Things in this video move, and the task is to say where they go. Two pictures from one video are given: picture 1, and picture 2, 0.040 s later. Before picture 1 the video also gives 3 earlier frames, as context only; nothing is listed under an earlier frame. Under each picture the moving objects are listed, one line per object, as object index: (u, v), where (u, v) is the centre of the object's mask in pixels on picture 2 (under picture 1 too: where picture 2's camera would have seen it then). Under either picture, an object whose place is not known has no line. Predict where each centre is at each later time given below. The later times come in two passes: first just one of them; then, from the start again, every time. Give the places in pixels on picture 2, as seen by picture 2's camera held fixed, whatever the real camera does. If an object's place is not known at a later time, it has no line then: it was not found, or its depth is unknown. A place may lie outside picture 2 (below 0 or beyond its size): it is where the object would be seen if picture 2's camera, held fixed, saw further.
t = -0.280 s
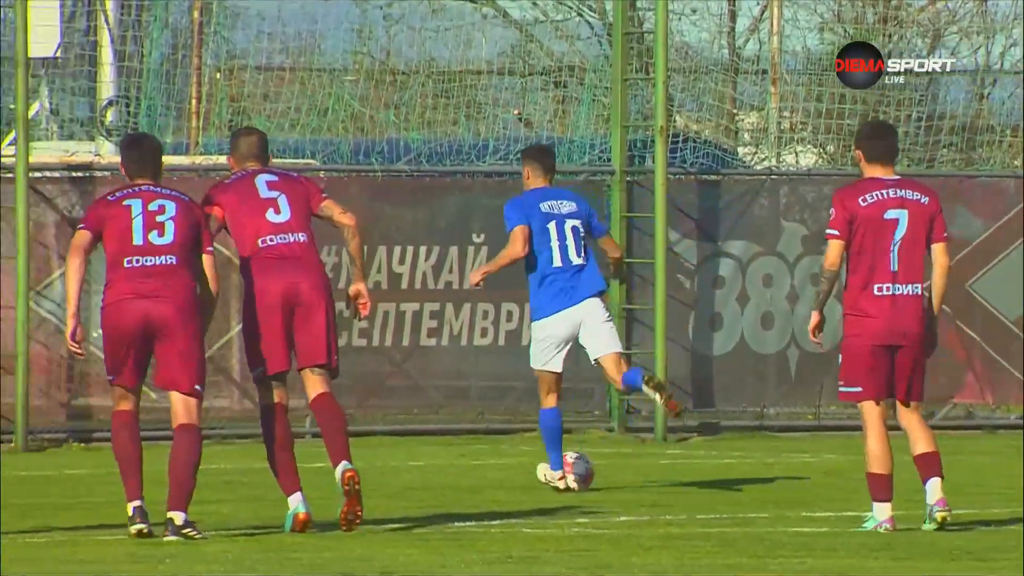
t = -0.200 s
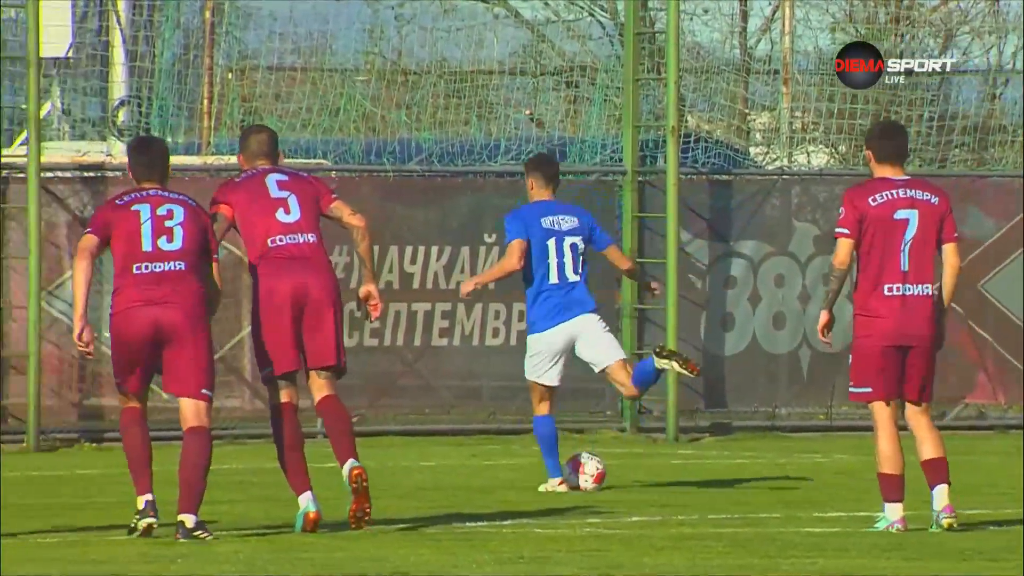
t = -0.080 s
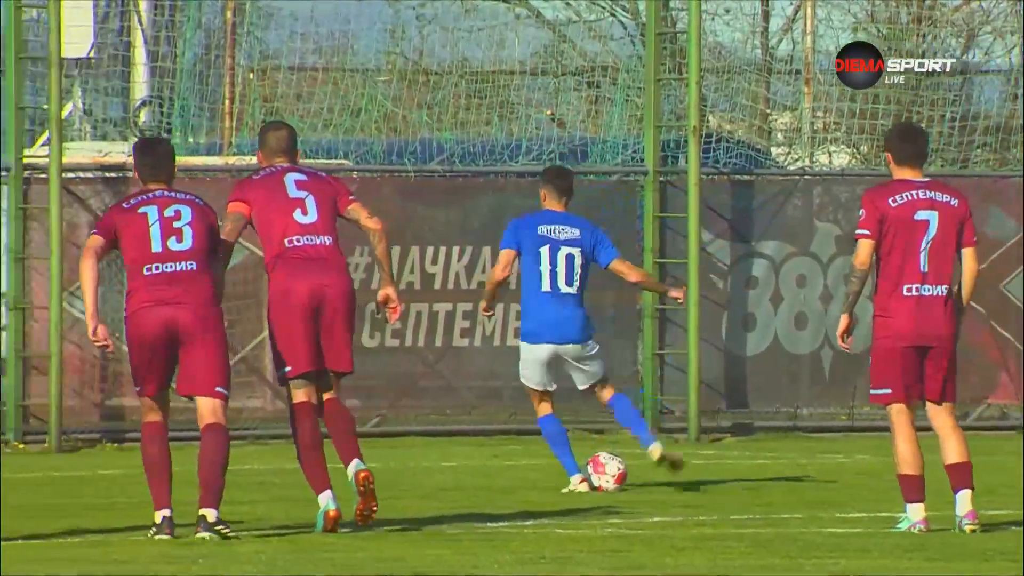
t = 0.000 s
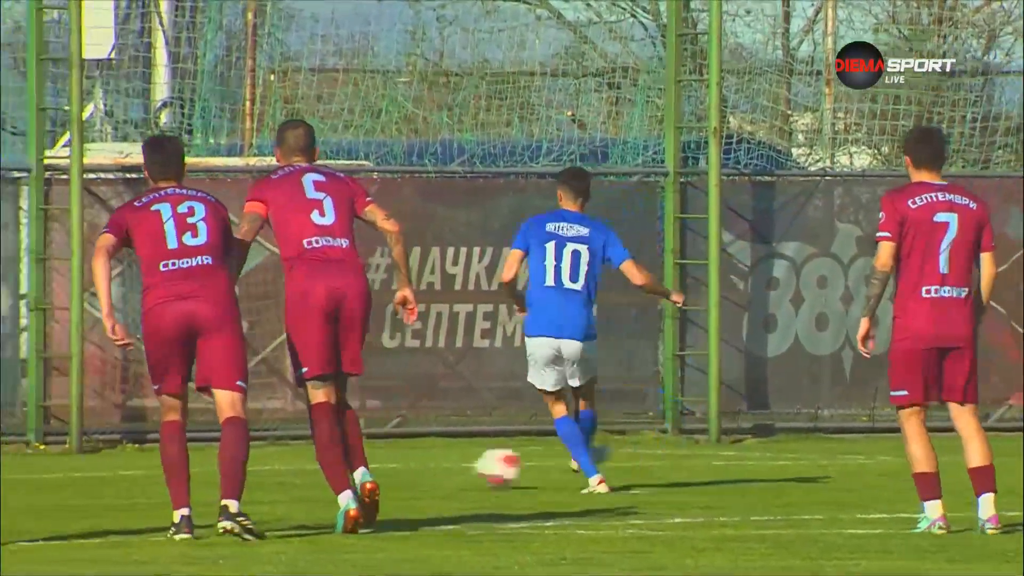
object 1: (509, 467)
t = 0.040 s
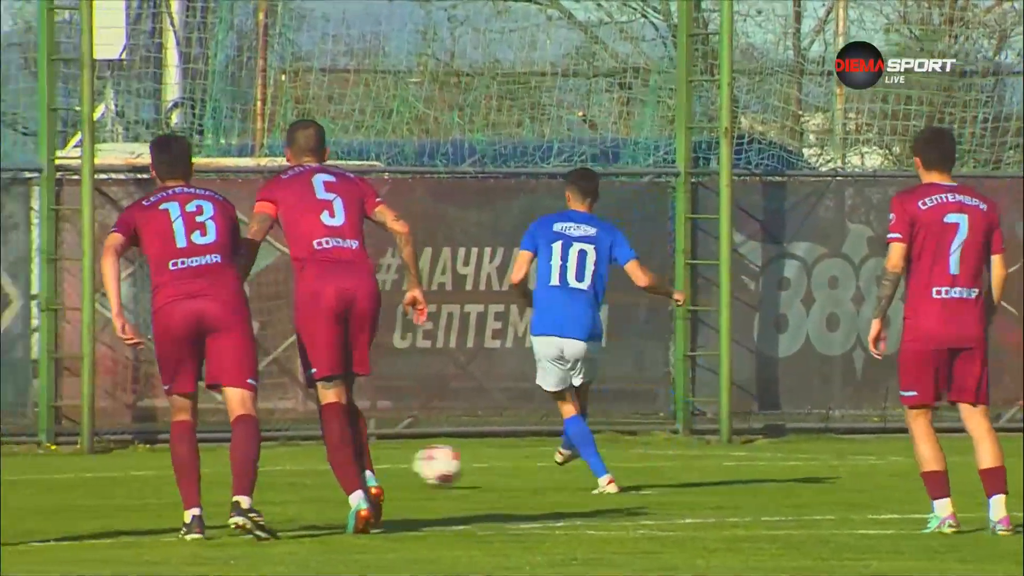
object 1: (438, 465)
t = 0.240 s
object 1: (88, 469)
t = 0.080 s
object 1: (377, 462)
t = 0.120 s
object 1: (297, 463)
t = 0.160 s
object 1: (220, 465)
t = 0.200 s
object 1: (153, 467)
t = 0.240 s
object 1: (88, 469)
